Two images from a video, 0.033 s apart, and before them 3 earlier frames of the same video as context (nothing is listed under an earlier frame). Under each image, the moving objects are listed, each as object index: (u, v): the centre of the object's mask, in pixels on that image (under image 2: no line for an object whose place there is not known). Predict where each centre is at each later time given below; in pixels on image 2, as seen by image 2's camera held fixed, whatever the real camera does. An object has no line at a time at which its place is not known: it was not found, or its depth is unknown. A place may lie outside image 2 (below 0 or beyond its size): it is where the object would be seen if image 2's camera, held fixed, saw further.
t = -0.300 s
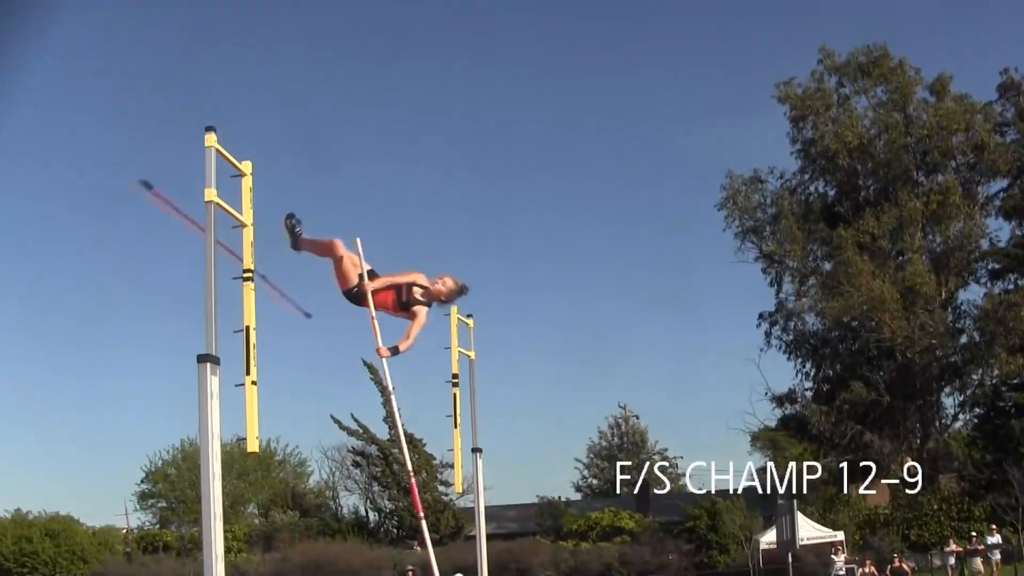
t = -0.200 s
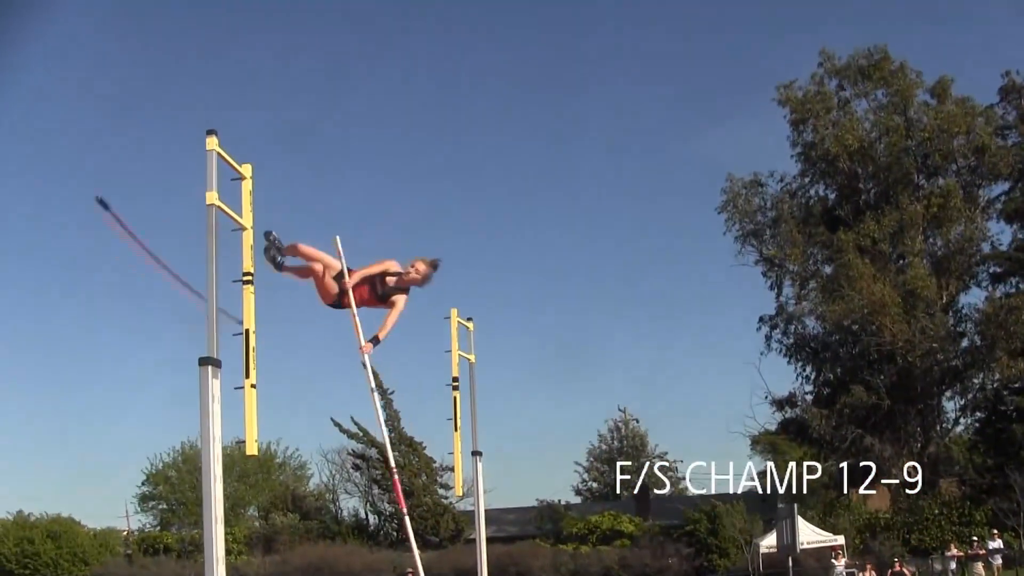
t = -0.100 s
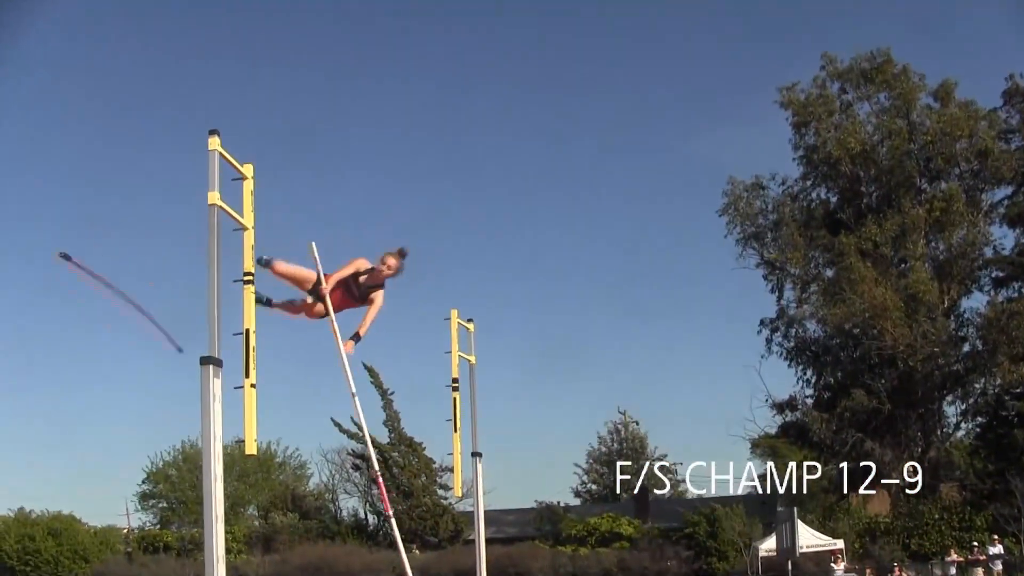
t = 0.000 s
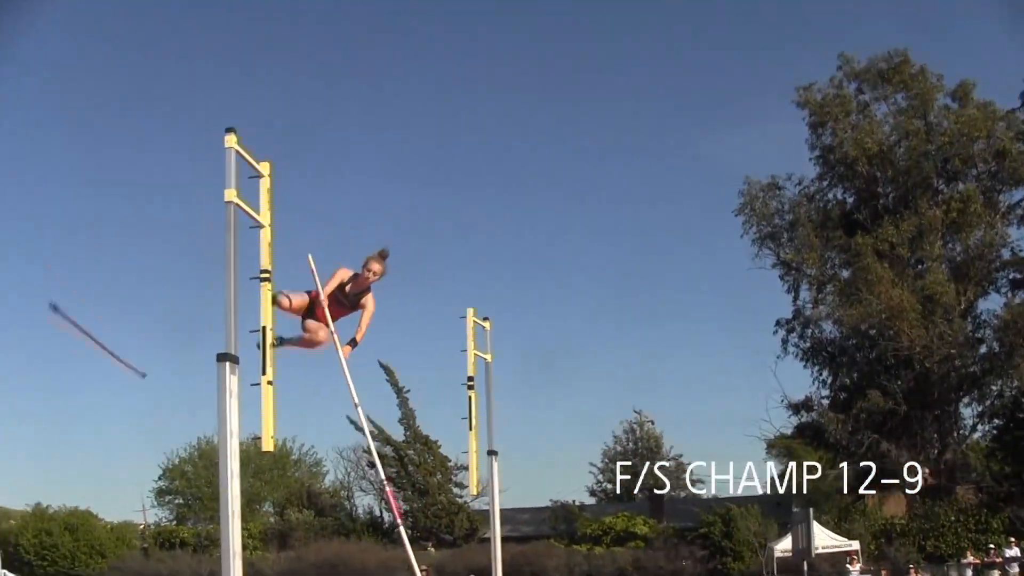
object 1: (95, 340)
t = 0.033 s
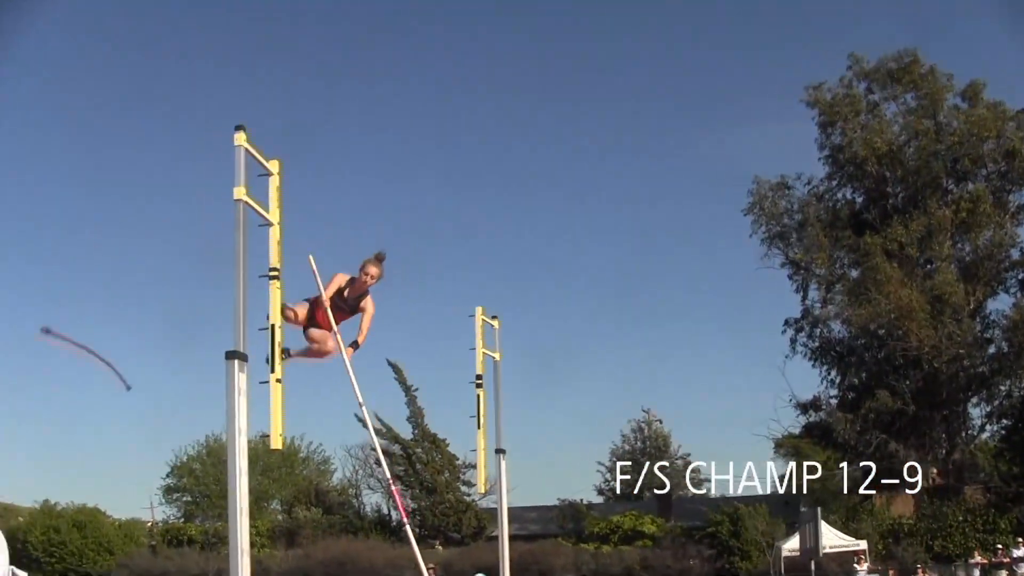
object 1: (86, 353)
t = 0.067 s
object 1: (65, 367)
